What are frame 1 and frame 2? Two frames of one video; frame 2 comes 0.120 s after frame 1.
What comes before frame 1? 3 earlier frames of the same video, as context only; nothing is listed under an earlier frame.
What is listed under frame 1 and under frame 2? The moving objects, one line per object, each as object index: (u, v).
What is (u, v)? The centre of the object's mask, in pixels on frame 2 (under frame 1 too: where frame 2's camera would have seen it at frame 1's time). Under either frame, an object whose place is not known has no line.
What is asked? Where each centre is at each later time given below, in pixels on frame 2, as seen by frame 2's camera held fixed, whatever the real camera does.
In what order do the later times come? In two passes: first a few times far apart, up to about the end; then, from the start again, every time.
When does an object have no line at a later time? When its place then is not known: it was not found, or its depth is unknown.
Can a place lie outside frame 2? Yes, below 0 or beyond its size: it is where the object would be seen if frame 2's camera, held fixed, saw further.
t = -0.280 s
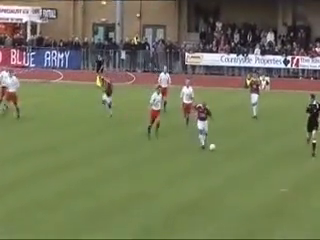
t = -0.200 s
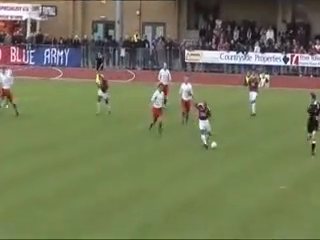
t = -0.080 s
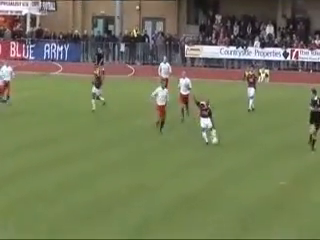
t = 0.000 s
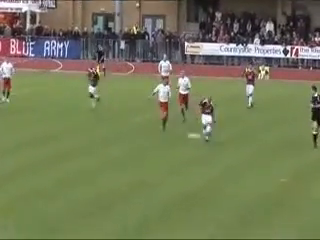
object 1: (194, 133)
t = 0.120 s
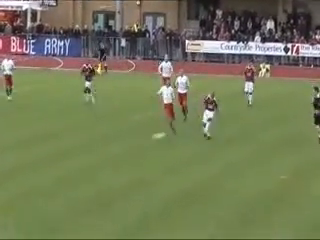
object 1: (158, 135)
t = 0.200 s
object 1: (135, 140)
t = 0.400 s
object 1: (82, 147)
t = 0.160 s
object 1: (148, 137)
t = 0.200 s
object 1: (135, 140)
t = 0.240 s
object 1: (123, 143)
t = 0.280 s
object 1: (112, 148)
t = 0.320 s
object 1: (99, 148)
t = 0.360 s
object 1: (92, 147)
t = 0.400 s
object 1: (82, 147)
